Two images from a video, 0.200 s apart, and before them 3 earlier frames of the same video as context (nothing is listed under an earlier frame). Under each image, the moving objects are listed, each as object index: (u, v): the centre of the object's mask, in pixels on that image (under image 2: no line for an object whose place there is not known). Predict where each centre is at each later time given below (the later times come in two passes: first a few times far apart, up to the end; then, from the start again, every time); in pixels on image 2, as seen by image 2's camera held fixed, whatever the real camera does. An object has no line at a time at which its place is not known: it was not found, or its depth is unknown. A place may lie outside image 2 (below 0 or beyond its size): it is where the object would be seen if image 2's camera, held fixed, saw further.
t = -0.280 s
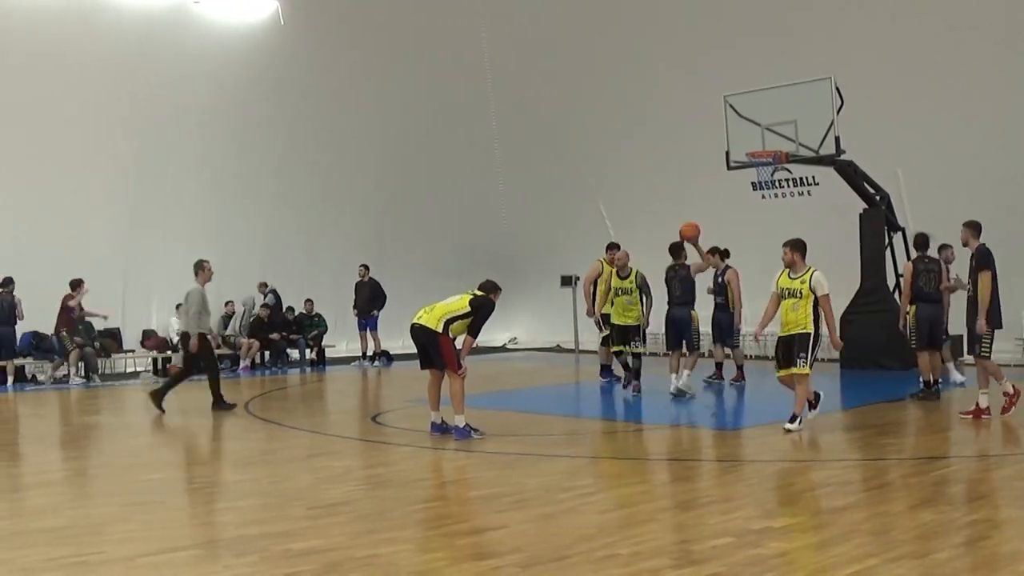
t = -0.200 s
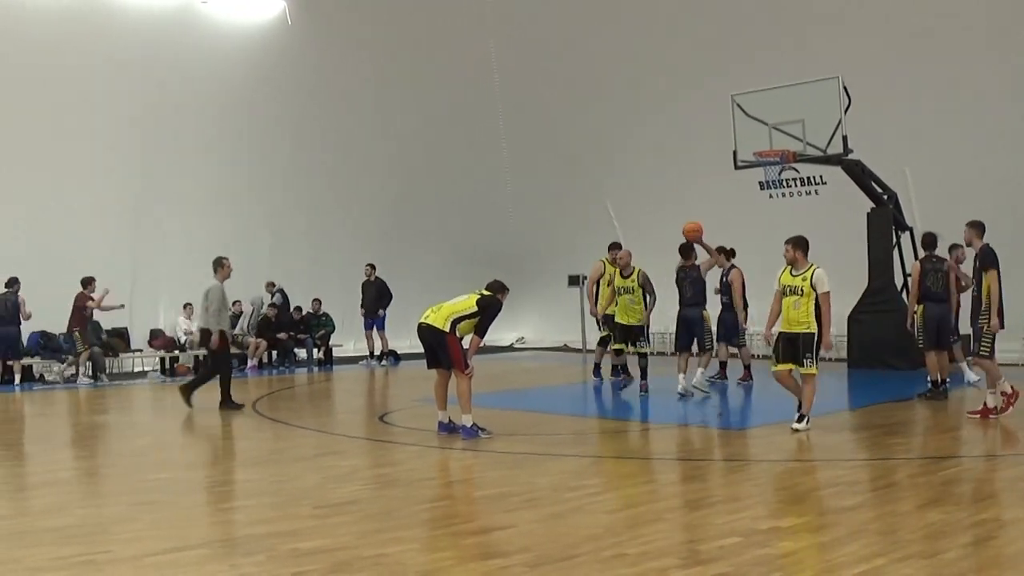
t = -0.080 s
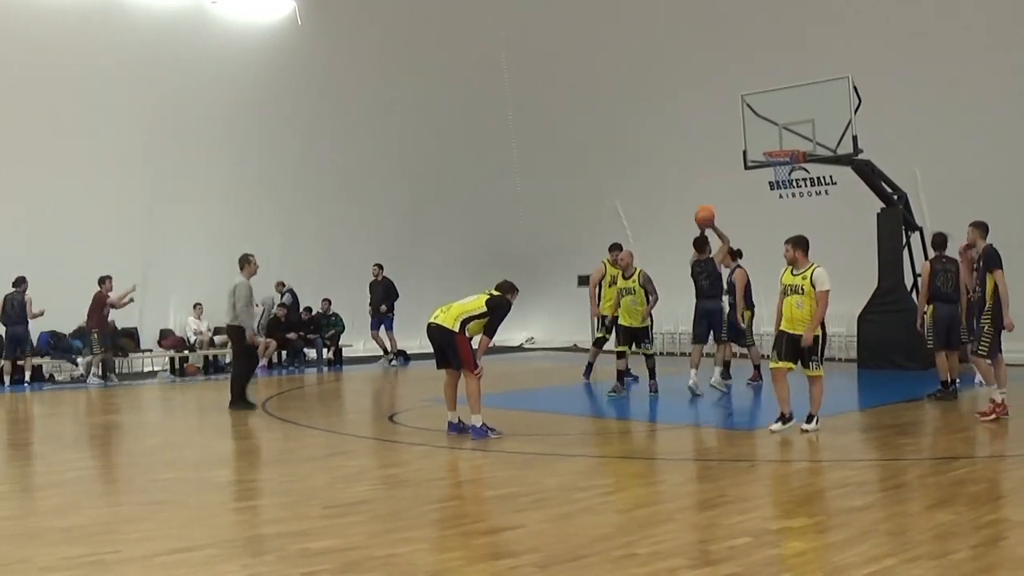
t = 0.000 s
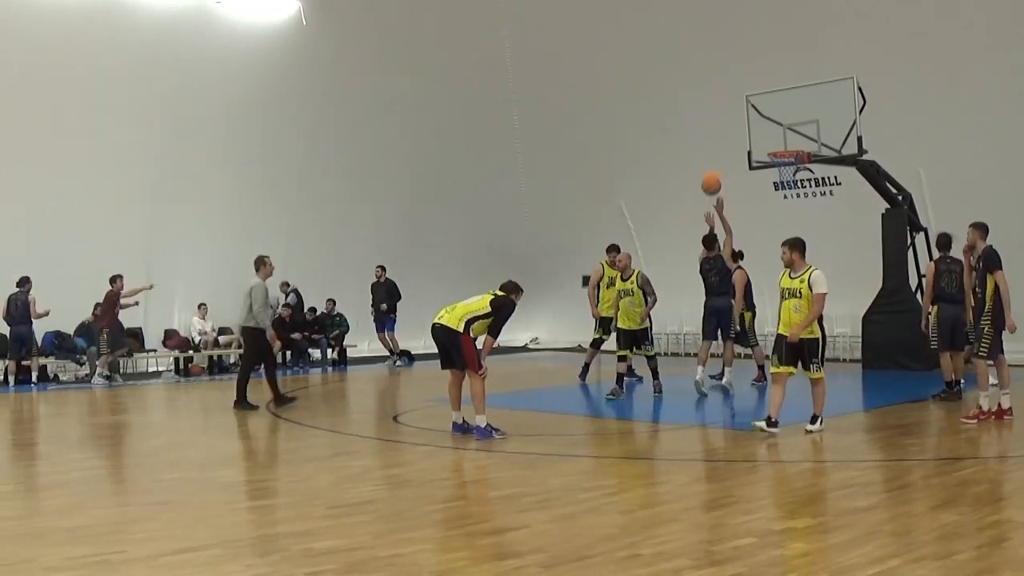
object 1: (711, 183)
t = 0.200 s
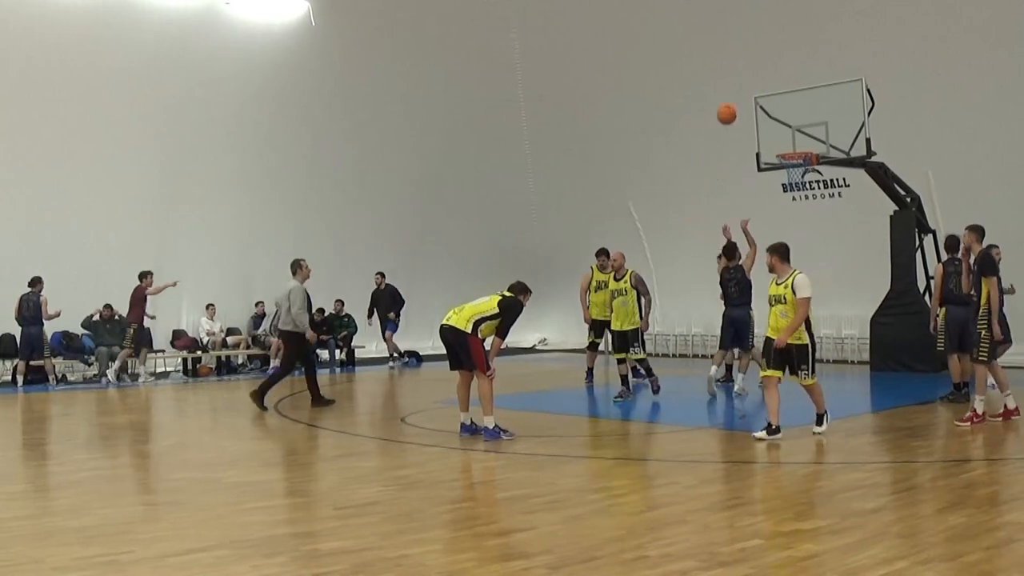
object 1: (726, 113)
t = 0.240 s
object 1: (729, 104)
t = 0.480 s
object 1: (738, 69)
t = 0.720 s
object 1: (748, 79)
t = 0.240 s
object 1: (729, 104)
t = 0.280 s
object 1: (730, 95)
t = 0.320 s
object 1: (732, 87)
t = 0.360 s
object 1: (733, 81)
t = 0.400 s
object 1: (735, 76)
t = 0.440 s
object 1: (736, 72)
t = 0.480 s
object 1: (738, 69)
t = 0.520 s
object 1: (739, 68)
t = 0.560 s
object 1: (741, 68)
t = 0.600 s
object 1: (742, 69)
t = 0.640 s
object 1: (744, 71)
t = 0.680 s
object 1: (746, 74)
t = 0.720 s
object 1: (748, 79)
